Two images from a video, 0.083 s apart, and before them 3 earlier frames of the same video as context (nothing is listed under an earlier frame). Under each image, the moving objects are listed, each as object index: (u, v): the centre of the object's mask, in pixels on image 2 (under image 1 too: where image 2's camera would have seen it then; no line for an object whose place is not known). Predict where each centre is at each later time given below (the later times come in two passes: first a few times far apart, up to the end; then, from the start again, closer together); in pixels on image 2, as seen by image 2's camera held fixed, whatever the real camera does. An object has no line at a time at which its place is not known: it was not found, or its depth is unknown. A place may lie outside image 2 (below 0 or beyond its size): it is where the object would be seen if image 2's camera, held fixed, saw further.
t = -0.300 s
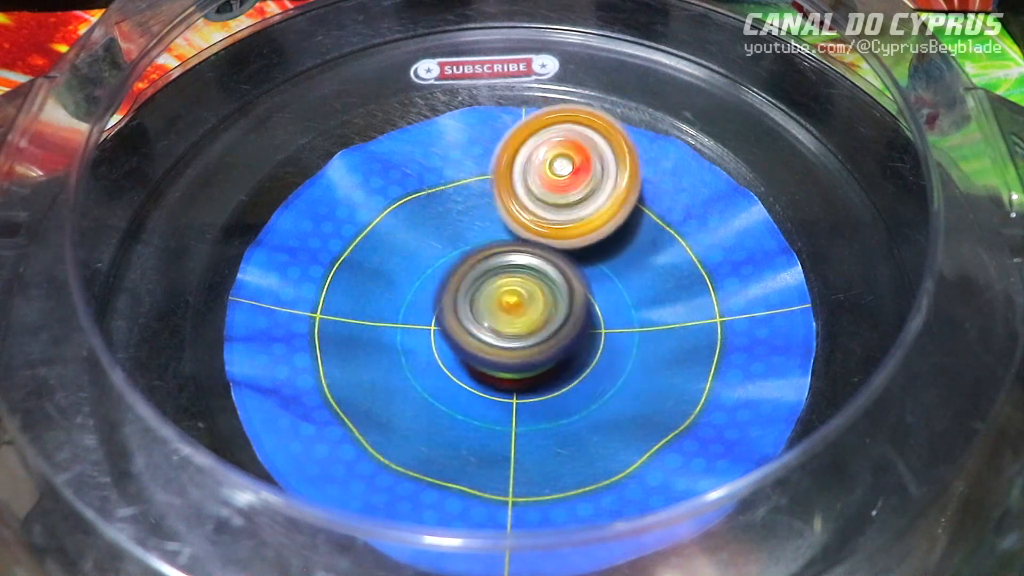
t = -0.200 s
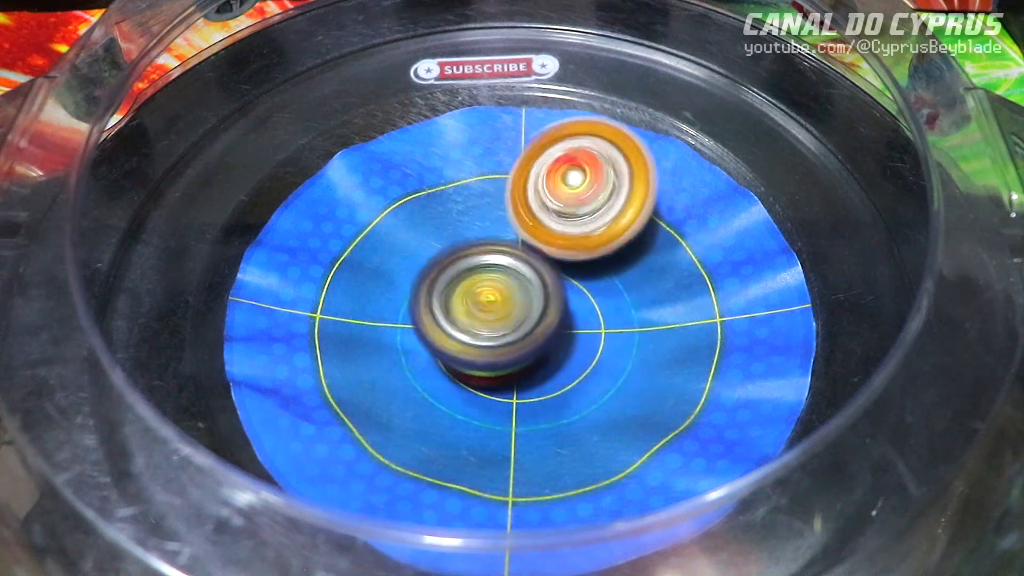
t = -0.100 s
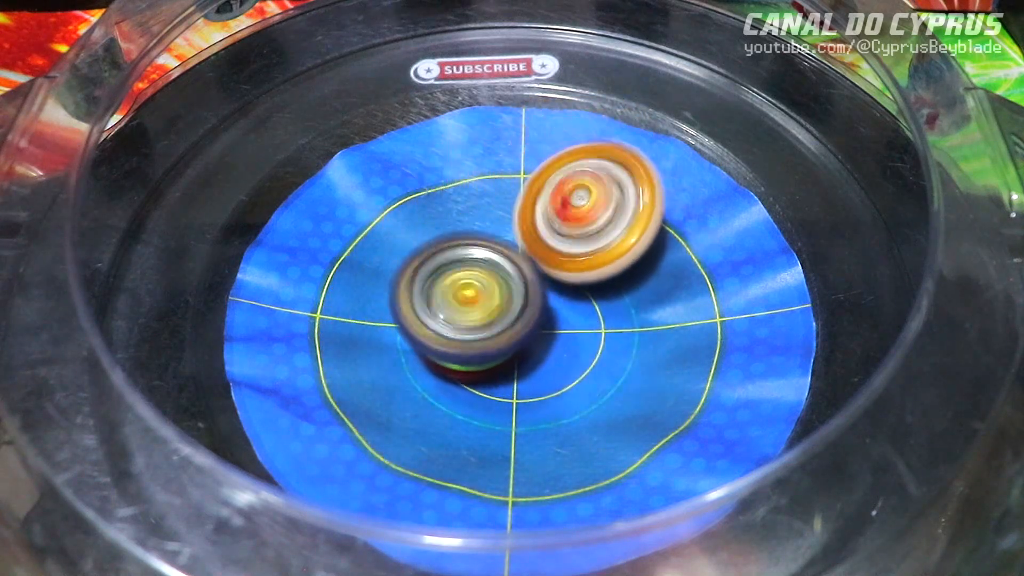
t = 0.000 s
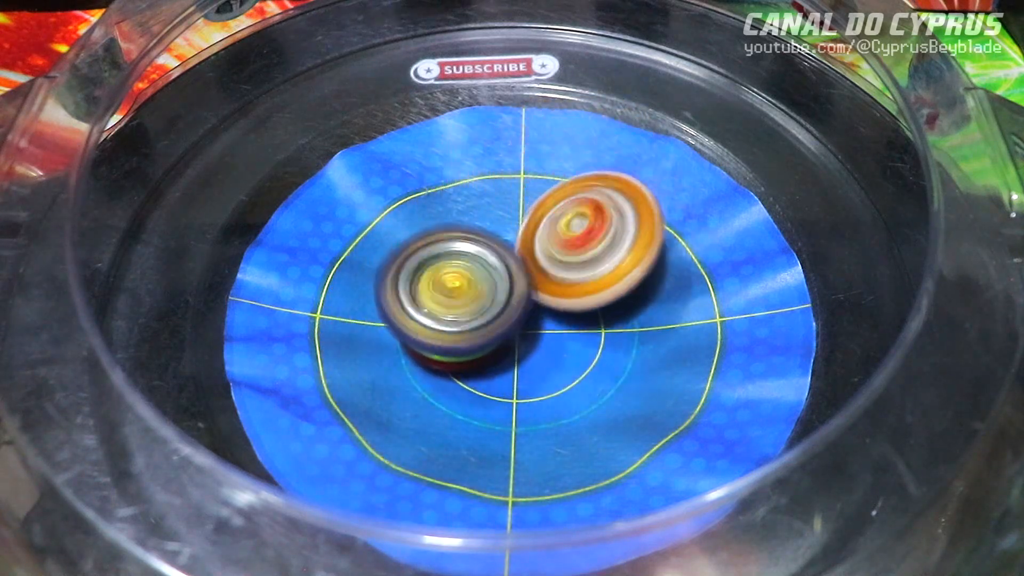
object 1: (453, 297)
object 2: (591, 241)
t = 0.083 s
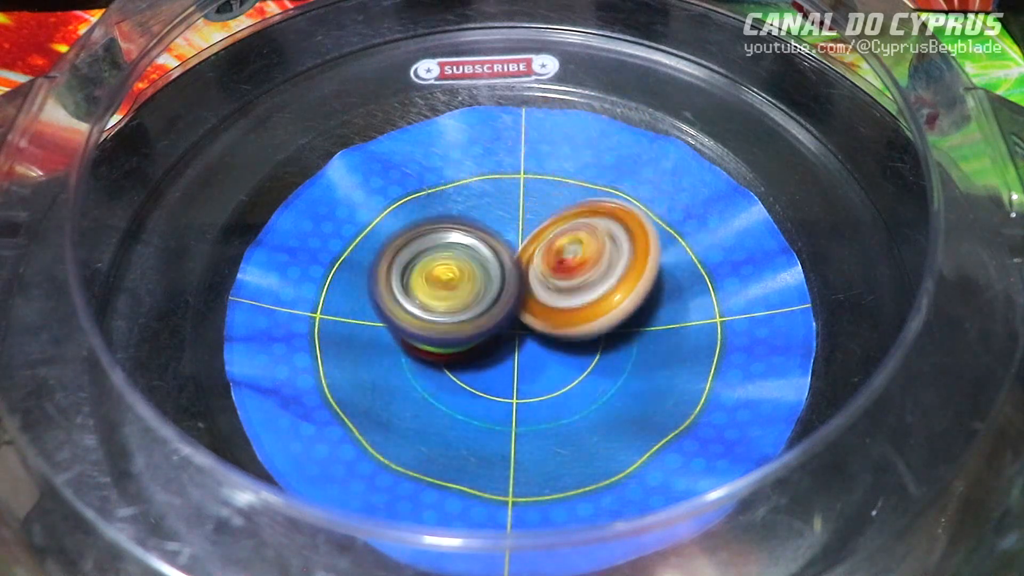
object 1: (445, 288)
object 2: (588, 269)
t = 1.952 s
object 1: (485, 352)
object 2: (595, 253)
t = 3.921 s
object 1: (462, 210)
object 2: (589, 316)
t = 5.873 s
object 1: (494, 276)
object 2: (535, 387)
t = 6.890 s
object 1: (512, 273)
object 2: (399, 306)
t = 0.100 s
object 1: (441, 285)
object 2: (587, 275)
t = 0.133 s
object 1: (436, 283)
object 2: (581, 290)
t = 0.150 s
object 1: (434, 282)
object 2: (579, 299)
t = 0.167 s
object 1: (432, 280)
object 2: (577, 307)
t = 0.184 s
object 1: (433, 278)
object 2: (576, 314)
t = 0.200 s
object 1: (433, 277)
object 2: (573, 321)
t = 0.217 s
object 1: (434, 276)
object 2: (571, 327)
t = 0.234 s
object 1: (434, 275)
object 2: (566, 334)
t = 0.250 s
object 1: (435, 274)
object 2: (564, 341)
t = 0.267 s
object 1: (434, 271)
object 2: (560, 348)
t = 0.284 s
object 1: (435, 270)
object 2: (558, 353)
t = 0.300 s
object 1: (436, 269)
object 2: (556, 359)
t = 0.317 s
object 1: (437, 267)
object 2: (552, 364)
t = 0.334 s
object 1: (439, 267)
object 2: (550, 369)
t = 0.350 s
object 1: (440, 266)
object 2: (545, 374)
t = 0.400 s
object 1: (448, 265)
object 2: (534, 387)
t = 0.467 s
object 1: (462, 267)
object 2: (517, 398)
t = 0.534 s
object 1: (478, 271)
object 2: (501, 405)
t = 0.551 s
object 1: (481, 271)
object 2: (495, 405)
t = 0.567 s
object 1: (485, 273)
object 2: (491, 406)
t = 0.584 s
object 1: (488, 273)
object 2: (485, 407)
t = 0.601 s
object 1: (492, 275)
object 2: (480, 407)
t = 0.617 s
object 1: (496, 277)
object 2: (477, 407)
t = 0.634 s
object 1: (499, 278)
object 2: (473, 407)
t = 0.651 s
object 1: (502, 279)
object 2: (469, 406)
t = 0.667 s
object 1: (506, 282)
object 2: (462, 405)
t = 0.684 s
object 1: (509, 283)
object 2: (459, 404)
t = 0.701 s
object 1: (513, 284)
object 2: (454, 402)
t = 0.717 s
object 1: (515, 286)
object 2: (452, 401)
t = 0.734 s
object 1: (519, 287)
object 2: (449, 399)
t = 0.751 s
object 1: (521, 289)
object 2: (445, 397)
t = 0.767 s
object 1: (524, 290)
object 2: (442, 394)
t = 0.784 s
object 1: (527, 292)
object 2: (438, 392)
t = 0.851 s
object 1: (537, 297)
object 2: (430, 378)
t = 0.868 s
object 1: (539, 298)
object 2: (427, 374)
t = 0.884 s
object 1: (541, 299)
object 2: (426, 370)
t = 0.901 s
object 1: (545, 301)
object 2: (423, 367)
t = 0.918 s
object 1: (549, 300)
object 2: (423, 364)
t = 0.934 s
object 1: (553, 299)
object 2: (423, 359)
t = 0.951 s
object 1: (555, 298)
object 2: (422, 353)
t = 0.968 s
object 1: (557, 298)
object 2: (422, 348)
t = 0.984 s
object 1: (560, 297)
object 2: (421, 343)
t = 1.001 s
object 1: (562, 297)
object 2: (423, 338)
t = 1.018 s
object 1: (564, 296)
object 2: (424, 333)
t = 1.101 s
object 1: (577, 293)
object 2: (428, 302)
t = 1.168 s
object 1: (583, 289)
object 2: (435, 273)
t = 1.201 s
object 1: (585, 287)
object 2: (441, 259)
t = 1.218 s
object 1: (585, 287)
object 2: (443, 252)
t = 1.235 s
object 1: (586, 287)
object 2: (444, 245)
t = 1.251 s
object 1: (585, 286)
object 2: (447, 239)
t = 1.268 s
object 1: (584, 285)
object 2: (448, 234)
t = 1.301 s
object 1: (582, 284)
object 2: (455, 223)
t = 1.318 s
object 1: (580, 283)
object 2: (456, 216)
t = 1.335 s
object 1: (578, 282)
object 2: (459, 212)
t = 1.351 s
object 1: (577, 282)
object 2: (461, 208)
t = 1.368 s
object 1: (576, 281)
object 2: (465, 204)
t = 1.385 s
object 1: (576, 282)
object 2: (468, 201)
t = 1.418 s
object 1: (573, 281)
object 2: (475, 194)
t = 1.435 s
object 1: (571, 280)
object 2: (477, 191)
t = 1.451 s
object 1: (570, 280)
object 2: (482, 188)
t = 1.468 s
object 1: (570, 282)
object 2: (485, 186)
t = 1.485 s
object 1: (568, 282)
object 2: (489, 183)
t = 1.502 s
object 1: (567, 283)
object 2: (493, 183)
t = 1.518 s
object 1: (565, 284)
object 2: (497, 182)
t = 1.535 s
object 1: (564, 287)
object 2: (502, 180)
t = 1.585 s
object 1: (562, 300)
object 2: (514, 183)
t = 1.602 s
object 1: (560, 304)
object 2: (519, 184)
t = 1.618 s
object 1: (558, 307)
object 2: (524, 183)
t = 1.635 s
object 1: (556, 311)
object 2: (528, 186)
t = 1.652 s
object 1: (553, 312)
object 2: (533, 186)
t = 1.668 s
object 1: (551, 316)
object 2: (539, 189)
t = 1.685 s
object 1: (549, 318)
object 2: (544, 192)
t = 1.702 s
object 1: (545, 319)
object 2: (548, 191)
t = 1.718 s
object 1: (543, 321)
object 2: (552, 195)
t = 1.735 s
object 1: (540, 323)
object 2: (556, 197)
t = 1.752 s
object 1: (538, 325)
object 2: (562, 200)
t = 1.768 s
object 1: (534, 326)
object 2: (565, 203)
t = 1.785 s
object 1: (532, 328)
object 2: (568, 206)
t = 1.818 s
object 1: (526, 335)
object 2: (575, 215)
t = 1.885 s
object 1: (512, 341)
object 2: (588, 232)
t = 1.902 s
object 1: (507, 344)
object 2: (591, 238)
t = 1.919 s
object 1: (501, 348)
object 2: (595, 241)
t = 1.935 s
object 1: (494, 349)
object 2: (595, 246)
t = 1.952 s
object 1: (485, 352)
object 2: (595, 253)
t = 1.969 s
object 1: (482, 352)
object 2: (598, 258)
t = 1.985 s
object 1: (476, 352)
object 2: (599, 263)
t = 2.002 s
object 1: (470, 353)
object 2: (600, 268)
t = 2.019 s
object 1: (466, 353)
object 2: (599, 274)
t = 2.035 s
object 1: (462, 352)
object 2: (600, 280)
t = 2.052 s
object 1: (458, 351)
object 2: (601, 286)
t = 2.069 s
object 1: (454, 351)
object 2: (600, 291)
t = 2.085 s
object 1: (452, 348)
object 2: (599, 296)
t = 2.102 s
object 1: (447, 347)
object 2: (597, 303)
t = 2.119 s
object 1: (445, 346)
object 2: (597, 308)
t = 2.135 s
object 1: (443, 344)
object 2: (598, 313)
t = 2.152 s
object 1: (441, 343)
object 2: (594, 318)
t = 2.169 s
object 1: (436, 342)
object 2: (591, 324)
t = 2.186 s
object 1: (431, 339)
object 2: (592, 328)
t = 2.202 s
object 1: (426, 339)
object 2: (591, 331)
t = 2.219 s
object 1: (423, 338)
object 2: (588, 335)
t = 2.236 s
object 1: (421, 336)
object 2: (583, 341)
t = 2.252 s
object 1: (418, 334)
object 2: (581, 345)
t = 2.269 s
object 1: (415, 332)
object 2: (579, 348)
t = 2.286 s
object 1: (414, 329)
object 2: (574, 352)
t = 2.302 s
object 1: (411, 328)
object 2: (569, 356)
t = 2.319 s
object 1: (409, 326)
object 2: (564, 360)
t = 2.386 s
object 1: (393, 311)
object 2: (551, 370)
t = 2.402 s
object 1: (390, 308)
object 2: (548, 371)
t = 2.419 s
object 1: (388, 306)
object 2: (542, 373)
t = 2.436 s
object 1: (387, 304)
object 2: (537, 374)
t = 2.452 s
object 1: (387, 301)
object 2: (533, 376)
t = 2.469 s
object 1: (386, 298)
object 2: (529, 376)
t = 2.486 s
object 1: (386, 295)
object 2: (523, 376)
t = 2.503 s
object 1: (386, 292)
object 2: (516, 376)
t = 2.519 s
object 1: (386, 290)
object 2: (513, 376)
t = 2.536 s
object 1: (388, 288)
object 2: (509, 376)
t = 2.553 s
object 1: (387, 284)
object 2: (502, 375)
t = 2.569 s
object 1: (387, 279)
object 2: (498, 375)
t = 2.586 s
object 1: (388, 275)
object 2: (495, 375)
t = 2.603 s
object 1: (388, 271)
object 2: (491, 373)
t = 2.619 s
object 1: (389, 268)
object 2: (485, 372)
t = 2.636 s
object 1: (392, 264)
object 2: (480, 370)
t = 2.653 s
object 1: (393, 261)
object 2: (479, 369)
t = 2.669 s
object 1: (396, 256)
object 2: (475, 366)
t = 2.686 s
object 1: (400, 253)
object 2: (471, 365)
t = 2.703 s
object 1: (399, 244)
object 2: (470, 366)
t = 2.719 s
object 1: (400, 233)
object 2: (469, 364)
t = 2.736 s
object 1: (404, 226)
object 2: (466, 362)
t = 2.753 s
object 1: (408, 218)
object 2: (464, 360)
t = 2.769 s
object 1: (413, 211)
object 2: (464, 357)
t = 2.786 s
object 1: (419, 207)
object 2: (460, 352)
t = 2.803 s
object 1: (425, 204)
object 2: (458, 348)
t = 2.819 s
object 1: (430, 200)
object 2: (456, 345)
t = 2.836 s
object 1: (436, 199)
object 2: (454, 340)
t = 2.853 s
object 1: (441, 197)
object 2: (452, 335)
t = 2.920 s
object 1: (462, 190)
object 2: (445, 314)
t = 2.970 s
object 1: (484, 183)
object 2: (442, 301)
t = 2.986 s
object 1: (492, 182)
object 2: (443, 297)
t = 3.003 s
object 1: (499, 179)
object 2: (443, 291)
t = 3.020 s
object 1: (508, 181)
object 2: (441, 287)
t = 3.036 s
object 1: (516, 181)
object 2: (443, 282)
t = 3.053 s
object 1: (521, 182)
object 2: (443, 277)
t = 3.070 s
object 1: (528, 183)
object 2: (442, 273)
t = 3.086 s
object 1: (538, 184)
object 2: (438, 271)
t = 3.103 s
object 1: (551, 186)
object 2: (434, 267)
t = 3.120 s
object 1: (563, 189)
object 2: (429, 265)
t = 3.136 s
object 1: (574, 193)
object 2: (430, 263)
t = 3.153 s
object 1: (583, 199)
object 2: (430, 261)
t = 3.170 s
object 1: (592, 204)
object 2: (430, 260)
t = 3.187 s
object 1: (598, 211)
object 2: (431, 258)
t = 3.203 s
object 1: (604, 218)
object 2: (432, 257)
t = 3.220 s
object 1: (610, 226)
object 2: (432, 256)
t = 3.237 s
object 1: (614, 235)
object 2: (433, 254)
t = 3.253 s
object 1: (617, 246)
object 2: (435, 254)
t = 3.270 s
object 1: (619, 256)
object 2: (437, 253)
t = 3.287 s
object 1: (619, 266)
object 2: (438, 252)
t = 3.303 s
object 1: (618, 276)
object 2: (440, 252)
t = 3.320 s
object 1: (614, 286)
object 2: (443, 252)
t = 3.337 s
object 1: (609, 297)
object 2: (444, 252)
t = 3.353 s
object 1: (602, 309)
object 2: (447, 251)
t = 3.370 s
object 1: (593, 318)
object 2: (450, 251)
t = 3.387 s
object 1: (579, 328)
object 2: (451, 251)
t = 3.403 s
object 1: (565, 336)
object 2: (453, 249)
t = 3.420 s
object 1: (551, 342)
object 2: (456, 248)
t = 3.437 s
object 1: (537, 351)
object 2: (459, 247)
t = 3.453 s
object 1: (516, 353)
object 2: (462, 243)
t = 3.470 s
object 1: (500, 358)
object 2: (469, 243)
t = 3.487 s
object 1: (484, 364)
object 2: (475, 240)
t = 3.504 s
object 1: (465, 364)
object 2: (480, 242)
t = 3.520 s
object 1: (451, 364)
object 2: (487, 242)
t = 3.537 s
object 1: (437, 361)
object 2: (492, 245)
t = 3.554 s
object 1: (424, 354)
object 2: (498, 247)
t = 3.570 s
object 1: (411, 349)
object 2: (502, 250)
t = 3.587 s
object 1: (404, 338)
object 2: (508, 254)
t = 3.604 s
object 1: (397, 334)
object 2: (513, 255)
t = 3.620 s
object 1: (391, 324)
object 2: (516, 259)
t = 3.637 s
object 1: (386, 314)
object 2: (522, 262)
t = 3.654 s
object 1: (386, 305)
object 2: (524, 265)
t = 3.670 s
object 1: (386, 297)
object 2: (530, 268)
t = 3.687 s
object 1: (391, 291)
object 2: (533, 270)
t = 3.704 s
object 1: (395, 282)
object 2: (537, 274)
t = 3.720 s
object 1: (400, 274)
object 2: (543, 277)
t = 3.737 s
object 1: (404, 268)
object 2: (547, 279)
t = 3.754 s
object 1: (412, 261)
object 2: (552, 283)
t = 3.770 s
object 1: (419, 250)
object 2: (556, 286)
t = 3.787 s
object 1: (428, 246)
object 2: (559, 289)
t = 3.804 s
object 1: (434, 240)
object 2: (568, 292)
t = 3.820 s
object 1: (435, 232)
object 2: (573, 298)
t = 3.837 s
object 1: (437, 223)
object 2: (578, 302)
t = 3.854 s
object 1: (440, 218)
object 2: (579, 305)
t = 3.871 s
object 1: (443, 217)
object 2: (583, 309)
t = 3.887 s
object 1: (450, 211)
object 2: (584, 311)
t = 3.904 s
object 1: (455, 208)
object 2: (588, 314)
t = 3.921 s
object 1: (462, 210)
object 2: (589, 316)
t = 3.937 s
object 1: (468, 211)
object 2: (589, 321)
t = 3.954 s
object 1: (474, 211)
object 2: (589, 321)
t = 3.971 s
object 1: (480, 212)
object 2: (589, 323)
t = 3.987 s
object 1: (486, 215)
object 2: (590, 324)
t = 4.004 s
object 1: (493, 219)
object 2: (588, 327)
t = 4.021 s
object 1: (503, 223)
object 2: (588, 328)
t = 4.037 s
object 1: (508, 227)
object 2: (586, 329)
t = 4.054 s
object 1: (511, 230)
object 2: (586, 333)
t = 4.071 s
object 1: (513, 227)
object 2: (583, 336)
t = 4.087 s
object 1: (513, 236)
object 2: (581, 338)
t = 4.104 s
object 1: (513, 237)
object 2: (576, 339)
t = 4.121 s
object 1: (510, 239)
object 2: (573, 341)
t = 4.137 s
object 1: (509, 243)
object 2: (570, 344)
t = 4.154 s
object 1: (507, 241)
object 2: (563, 350)
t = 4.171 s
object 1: (506, 239)
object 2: (560, 354)
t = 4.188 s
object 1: (504, 236)
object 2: (552, 358)
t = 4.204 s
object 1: (498, 235)
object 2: (546, 359)
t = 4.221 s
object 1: (494, 236)
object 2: (538, 361)
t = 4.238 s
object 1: (490, 234)
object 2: (532, 361)
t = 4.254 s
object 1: (489, 233)
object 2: (523, 362)
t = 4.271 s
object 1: (490, 231)
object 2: (516, 362)
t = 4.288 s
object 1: (493, 230)
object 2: (508, 362)
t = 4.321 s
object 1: (499, 230)
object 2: (493, 360)
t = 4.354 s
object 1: (502, 229)
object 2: (478, 356)
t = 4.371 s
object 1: (503, 229)
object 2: (472, 353)
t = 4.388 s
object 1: (501, 228)
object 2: (464, 351)
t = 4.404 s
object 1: (501, 228)
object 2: (458, 347)
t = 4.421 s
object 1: (501, 229)
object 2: (452, 344)
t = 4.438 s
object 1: (504, 232)
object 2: (446, 339)
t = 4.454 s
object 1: (506, 234)
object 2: (441, 336)
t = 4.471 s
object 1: (509, 237)
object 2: (434, 331)
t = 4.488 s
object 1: (514, 238)
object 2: (427, 329)
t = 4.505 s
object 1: (517, 238)
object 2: (417, 323)
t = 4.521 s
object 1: (519, 240)
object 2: (412, 320)
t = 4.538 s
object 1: (521, 242)
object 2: (406, 314)
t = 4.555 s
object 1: (522, 244)
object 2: (405, 309)
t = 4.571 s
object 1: (522, 245)
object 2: (401, 302)
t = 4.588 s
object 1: (521, 247)
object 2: (400, 297)
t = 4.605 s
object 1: (523, 247)
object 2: (398, 292)
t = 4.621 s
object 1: (527, 248)
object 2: (395, 284)
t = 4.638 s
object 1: (532, 251)
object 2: (395, 280)
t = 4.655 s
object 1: (534, 252)
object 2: (394, 273)
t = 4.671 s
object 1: (537, 254)
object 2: (396, 269)
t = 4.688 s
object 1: (538, 258)
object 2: (394, 262)
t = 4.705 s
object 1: (537, 262)
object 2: (396, 256)
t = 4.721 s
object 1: (536, 265)
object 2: (396, 252)
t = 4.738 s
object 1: (535, 267)
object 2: (397, 245)
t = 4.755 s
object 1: (534, 271)
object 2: (398, 242)
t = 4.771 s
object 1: (531, 273)
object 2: (398, 235)
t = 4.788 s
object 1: (528, 276)
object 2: (400, 231)
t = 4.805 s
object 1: (525, 278)
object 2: (400, 227)
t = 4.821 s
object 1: (524, 282)
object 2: (403, 221)
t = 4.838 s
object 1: (521, 284)
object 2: (406, 218)
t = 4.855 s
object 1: (518, 284)
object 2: (409, 213)
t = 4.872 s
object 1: (515, 284)
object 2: (414, 210)
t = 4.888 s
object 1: (515, 284)
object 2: (417, 207)
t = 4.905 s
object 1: (516, 286)
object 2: (422, 201)
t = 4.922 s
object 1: (518, 288)
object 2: (429, 200)
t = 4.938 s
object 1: (520, 288)
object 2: (435, 198)
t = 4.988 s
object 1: (527, 293)
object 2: (453, 192)
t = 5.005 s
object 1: (529, 295)
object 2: (461, 189)
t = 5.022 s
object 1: (530, 295)
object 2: (468, 189)
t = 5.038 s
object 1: (529, 295)
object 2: (475, 186)
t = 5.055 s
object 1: (528, 295)
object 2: (484, 185)
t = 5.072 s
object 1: (527, 297)
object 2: (491, 186)
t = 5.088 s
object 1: (525, 298)
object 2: (501, 184)
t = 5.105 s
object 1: (524, 300)
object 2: (510, 184)
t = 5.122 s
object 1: (521, 300)
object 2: (519, 185)
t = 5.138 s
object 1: (518, 300)
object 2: (529, 184)
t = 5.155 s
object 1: (516, 300)
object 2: (539, 185)
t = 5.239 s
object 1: (507, 299)
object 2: (583, 197)
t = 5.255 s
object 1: (508, 298)
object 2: (591, 199)
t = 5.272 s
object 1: (509, 299)
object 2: (598, 203)
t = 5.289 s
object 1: (508, 299)
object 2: (603, 208)
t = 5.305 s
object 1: (508, 299)
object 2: (609, 211)
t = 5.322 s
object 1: (508, 299)
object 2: (615, 215)
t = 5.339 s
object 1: (509, 299)
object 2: (618, 222)
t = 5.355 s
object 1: (509, 299)
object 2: (622, 227)
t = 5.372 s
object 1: (508, 299)
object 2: (628, 231)
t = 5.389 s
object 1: (506, 299)
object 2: (632, 237)
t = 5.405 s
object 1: (505, 300)
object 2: (634, 243)
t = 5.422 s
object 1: (504, 300)
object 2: (637, 249)
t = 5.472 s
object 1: (502, 300)
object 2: (643, 267)
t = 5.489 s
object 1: (501, 300)
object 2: (645, 273)
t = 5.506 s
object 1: (501, 300)
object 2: (648, 279)
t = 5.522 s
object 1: (501, 300)
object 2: (647, 286)
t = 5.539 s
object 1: (501, 300)
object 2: (645, 293)
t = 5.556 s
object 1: (501, 300)
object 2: (646, 299)
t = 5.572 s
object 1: (501, 300)
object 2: (647, 305)
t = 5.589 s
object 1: (501, 300)
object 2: (644, 312)
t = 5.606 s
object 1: (500, 300)
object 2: (641, 319)
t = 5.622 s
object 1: (500, 300)
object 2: (639, 325)
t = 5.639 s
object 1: (499, 300)
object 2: (636, 331)
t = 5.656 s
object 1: (500, 300)
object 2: (633, 336)
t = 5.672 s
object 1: (500, 300)
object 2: (627, 344)
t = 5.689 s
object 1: (498, 299)
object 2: (623, 349)
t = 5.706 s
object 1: (496, 297)
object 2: (617, 356)
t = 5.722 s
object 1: (495, 296)
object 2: (611, 360)
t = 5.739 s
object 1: (494, 295)
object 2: (603, 366)
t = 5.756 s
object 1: (495, 295)
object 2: (596, 374)
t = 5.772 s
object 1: (495, 293)
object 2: (590, 377)
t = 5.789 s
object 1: (493, 289)
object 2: (583, 381)
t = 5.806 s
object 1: (492, 287)
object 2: (575, 382)
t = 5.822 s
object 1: (492, 284)
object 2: (566, 384)
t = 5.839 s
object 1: (493, 280)
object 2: (552, 386)
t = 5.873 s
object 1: (494, 276)
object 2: (535, 387)
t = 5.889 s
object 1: (495, 273)
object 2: (524, 387)
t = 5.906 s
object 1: (496, 271)
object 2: (513, 384)
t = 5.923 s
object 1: (499, 269)
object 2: (498, 382)
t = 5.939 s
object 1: (505, 272)
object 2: (485, 380)
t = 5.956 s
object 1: (507, 268)
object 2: (474, 377)
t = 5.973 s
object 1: (512, 273)
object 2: (462, 373)
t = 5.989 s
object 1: (515, 273)
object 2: (452, 370)
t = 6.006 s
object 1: (518, 272)
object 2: (438, 366)
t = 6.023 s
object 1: (520, 273)
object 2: (429, 361)
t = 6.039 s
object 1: (520, 273)
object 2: (417, 356)
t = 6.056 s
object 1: (520, 274)
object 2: (405, 350)
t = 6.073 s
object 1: (518, 274)
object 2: (395, 345)
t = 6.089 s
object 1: (516, 274)
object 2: (389, 340)
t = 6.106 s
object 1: (514, 274)
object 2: (383, 336)
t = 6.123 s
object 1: (512, 274)
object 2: (377, 332)
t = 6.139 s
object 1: (510, 274)
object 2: (372, 328)
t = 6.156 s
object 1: (508, 274)
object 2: (366, 324)
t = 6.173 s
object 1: (506, 275)
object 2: (362, 321)
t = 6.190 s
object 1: (504, 276)
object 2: (359, 318)
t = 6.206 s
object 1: (503, 278)
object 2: (357, 316)
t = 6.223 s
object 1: (501, 279)
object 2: (356, 314)
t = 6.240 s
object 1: (500, 279)
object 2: (356, 313)
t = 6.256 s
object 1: (500, 280)
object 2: (357, 313)
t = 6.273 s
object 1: (499, 280)
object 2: (359, 313)
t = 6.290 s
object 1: (500, 280)
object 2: (362, 313)
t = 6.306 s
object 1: (499, 279)
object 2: (366, 312)
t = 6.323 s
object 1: (500, 279)
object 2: (370, 313)
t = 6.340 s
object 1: (501, 278)
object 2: (374, 313)
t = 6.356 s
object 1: (502, 277)
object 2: (378, 313)
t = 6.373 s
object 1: (504, 276)
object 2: (381, 312)
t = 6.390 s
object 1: (505, 275)
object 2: (383, 312)
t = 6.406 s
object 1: (506, 274)
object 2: (385, 311)
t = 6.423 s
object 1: (507, 274)
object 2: (387, 310)
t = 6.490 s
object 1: (511, 273)
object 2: (392, 305)
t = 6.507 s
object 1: (511, 273)
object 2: (393, 304)
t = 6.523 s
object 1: (511, 273)
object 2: (394, 304)
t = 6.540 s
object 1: (510, 273)
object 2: (394, 303)
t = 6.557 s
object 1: (510, 273)
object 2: (395, 303)
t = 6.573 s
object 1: (510, 273)
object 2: (395, 303)
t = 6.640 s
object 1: (511, 273)
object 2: (397, 306)
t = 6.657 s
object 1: (512, 273)
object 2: (397, 307)
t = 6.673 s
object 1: (512, 273)
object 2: (398, 307)
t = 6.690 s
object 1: (512, 273)
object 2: (398, 308)
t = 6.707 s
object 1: (512, 273)
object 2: (399, 308)
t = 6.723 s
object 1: (512, 273)
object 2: (399, 308)
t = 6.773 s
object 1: (512, 273)
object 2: (399, 307)
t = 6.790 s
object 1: (512, 273)
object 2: (399, 306)
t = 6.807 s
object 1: (512, 273)
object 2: (399, 306)
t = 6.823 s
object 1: (512, 273)
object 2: (399, 305)
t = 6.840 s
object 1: (512, 273)
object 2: (399, 305)
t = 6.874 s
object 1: (512, 273)
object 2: (399, 306)
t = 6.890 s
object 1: (512, 273)
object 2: (399, 306)
